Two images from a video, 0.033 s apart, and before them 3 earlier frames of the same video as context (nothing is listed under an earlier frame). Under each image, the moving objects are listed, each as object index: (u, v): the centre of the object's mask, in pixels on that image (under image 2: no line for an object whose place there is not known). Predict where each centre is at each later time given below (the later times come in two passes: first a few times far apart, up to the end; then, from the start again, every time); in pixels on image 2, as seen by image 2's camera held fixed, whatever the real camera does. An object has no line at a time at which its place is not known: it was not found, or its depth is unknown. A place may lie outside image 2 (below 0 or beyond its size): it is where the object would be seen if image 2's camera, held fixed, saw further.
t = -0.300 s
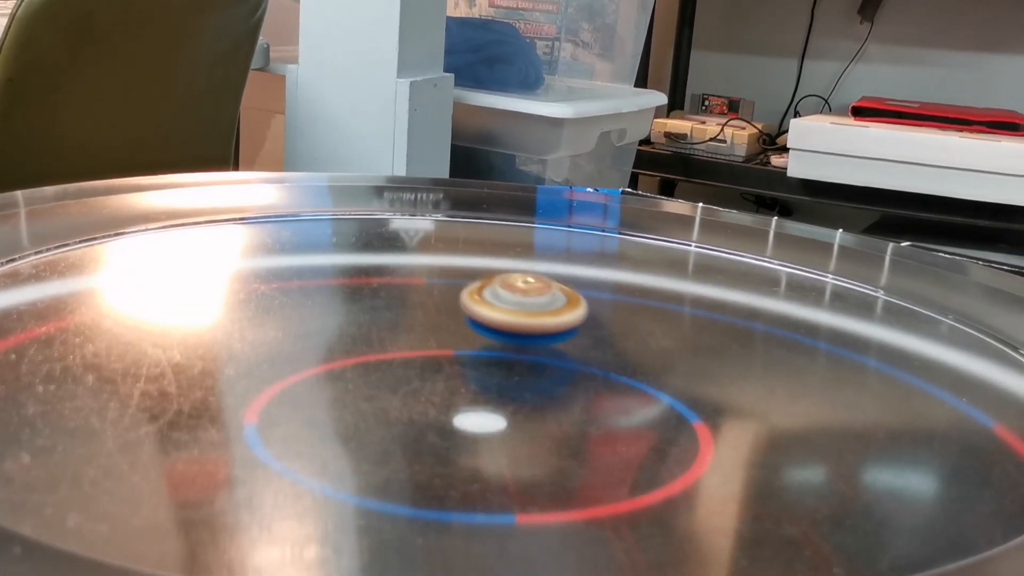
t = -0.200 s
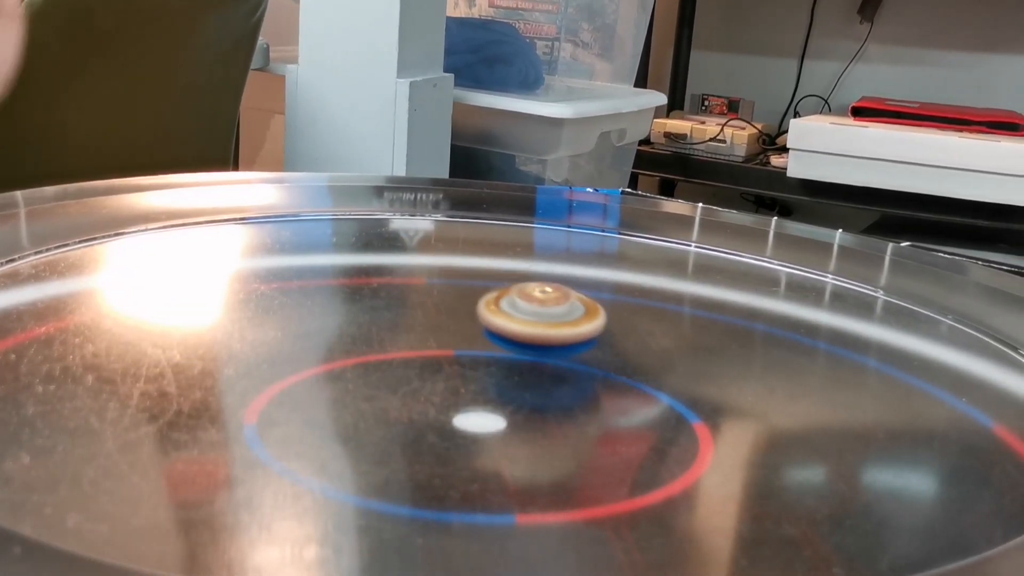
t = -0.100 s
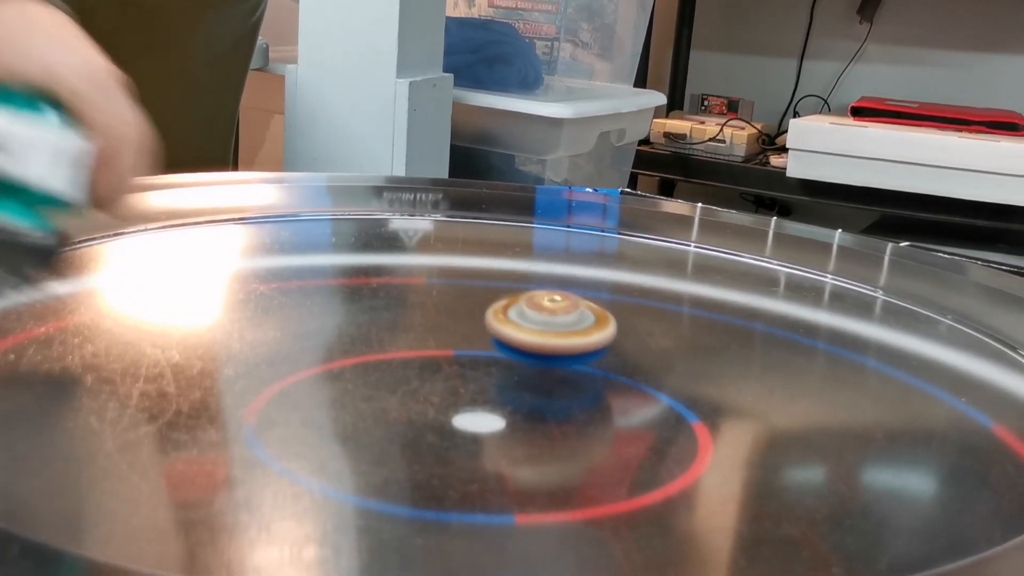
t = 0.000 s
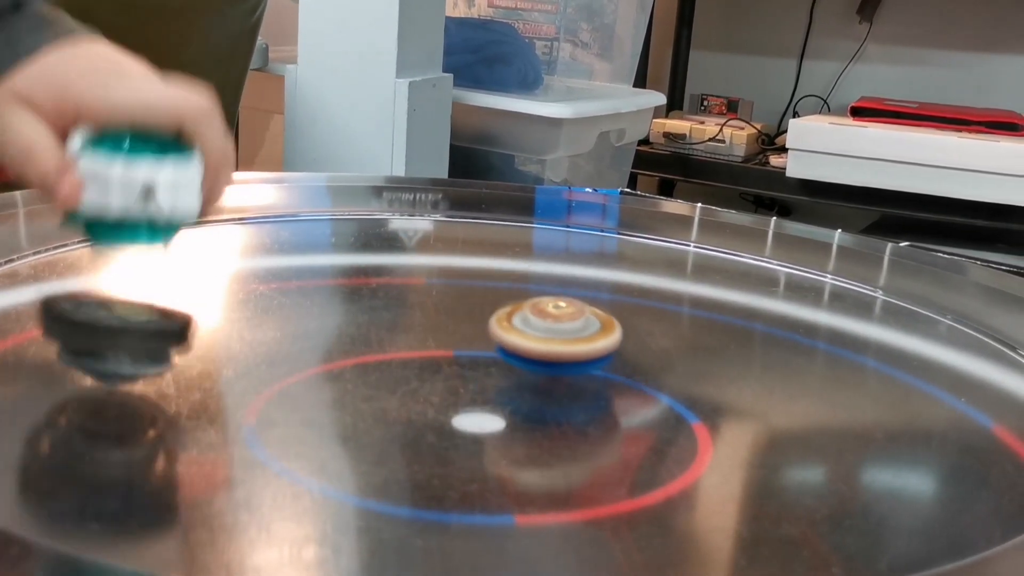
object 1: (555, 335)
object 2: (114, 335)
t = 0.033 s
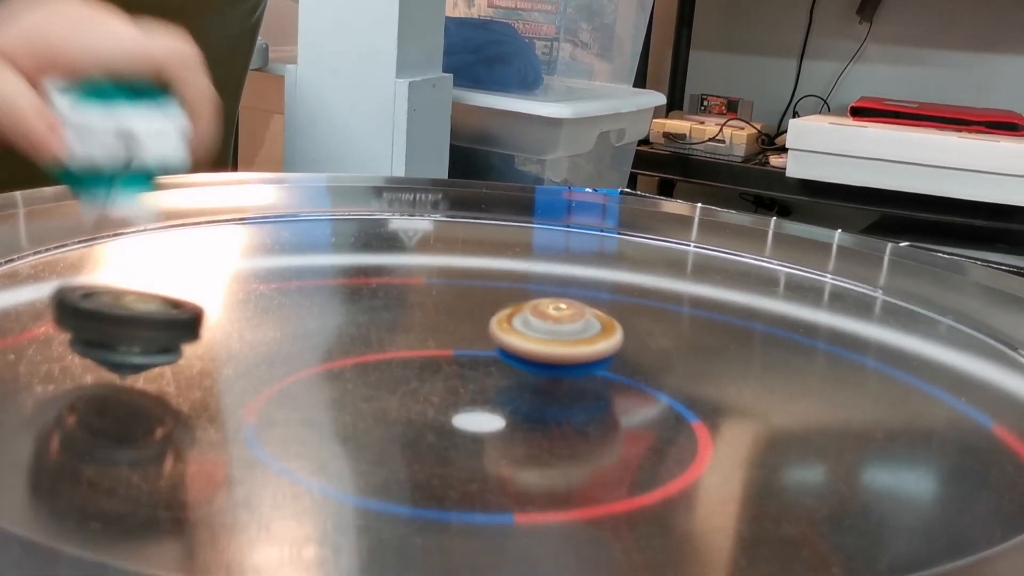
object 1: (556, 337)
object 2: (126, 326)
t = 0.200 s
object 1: (558, 346)
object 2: (150, 323)
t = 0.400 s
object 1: (567, 357)
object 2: (123, 330)
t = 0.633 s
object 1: (597, 378)
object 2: (92, 344)
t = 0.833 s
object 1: (655, 390)
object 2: (153, 360)
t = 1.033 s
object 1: (704, 386)
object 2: (281, 360)
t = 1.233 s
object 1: (703, 382)
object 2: (394, 332)
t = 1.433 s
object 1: (662, 375)
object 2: (396, 280)
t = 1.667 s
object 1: (565, 370)
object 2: (278, 239)
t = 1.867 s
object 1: (471, 377)
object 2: (101, 239)
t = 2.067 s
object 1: (413, 392)
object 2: (68, 312)
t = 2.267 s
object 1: (451, 406)
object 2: (300, 415)
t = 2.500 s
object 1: (541, 394)
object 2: (665, 418)
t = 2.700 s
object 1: (574, 374)
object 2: (789, 321)
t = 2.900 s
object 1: (535, 353)
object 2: (666, 216)
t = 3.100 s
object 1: (470, 340)
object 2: (459, 189)
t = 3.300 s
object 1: (400, 337)
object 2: (240, 200)
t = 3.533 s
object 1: (327, 346)
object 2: (55, 260)
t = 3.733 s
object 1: (293, 363)
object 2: (67, 373)
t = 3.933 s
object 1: (317, 387)
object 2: (464, 473)
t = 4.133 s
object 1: (392, 407)
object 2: (901, 429)
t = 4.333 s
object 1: (499, 411)
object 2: (963, 326)
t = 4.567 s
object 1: (582, 390)
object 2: (764, 227)
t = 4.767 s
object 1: (590, 363)
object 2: (483, 194)
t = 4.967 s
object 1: (559, 343)
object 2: (189, 214)
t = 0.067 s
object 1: (556, 340)
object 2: (136, 327)
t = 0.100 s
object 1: (556, 341)
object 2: (142, 325)
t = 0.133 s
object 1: (557, 343)
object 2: (146, 324)
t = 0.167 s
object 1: (557, 345)
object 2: (149, 324)
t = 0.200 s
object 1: (558, 346)
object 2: (150, 323)
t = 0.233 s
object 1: (558, 348)
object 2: (149, 323)
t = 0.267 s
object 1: (558, 350)
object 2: (145, 323)
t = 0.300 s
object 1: (560, 351)
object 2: (141, 324)
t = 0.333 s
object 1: (561, 353)
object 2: (136, 326)
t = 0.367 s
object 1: (564, 355)
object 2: (129, 328)
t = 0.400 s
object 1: (567, 357)
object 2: (123, 330)
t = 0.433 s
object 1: (570, 360)
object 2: (116, 331)
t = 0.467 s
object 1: (573, 363)
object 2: (109, 334)
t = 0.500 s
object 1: (575, 366)
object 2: (103, 335)
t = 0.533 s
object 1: (579, 369)
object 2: (97, 337)
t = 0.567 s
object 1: (584, 372)
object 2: (93, 340)
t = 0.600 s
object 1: (591, 375)
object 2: (91, 342)
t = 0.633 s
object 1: (597, 378)
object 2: (92, 344)
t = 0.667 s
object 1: (605, 381)
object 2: (97, 347)
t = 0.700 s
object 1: (613, 384)
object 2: (103, 350)
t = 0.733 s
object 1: (622, 386)
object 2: (112, 352)
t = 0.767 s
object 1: (632, 388)
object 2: (124, 355)
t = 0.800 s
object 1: (643, 389)
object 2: (137, 358)
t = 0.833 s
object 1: (655, 390)
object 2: (153, 360)
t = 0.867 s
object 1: (666, 389)
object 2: (171, 362)
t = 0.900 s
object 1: (676, 389)
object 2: (192, 364)
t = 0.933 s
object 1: (686, 388)
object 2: (214, 364)
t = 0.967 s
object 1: (694, 388)
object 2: (236, 363)
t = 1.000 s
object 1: (700, 387)
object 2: (258, 362)
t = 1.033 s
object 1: (704, 386)
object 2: (281, 360)
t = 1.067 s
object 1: (707, 385)
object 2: (305, 358)
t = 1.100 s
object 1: (709, 385)
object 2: (328, 355)
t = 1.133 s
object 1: (709, 384)
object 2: (350, 352)
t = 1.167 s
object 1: (708, 383)
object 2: (367, 347)
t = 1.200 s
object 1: (706, 383)
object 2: (383, 340)
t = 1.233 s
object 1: (703, 382)
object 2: (394, 332)
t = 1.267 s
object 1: (699, 381)
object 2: (402, 322)
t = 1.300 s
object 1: (694, 380)
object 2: (407, 313)
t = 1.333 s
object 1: (687, 379)
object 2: (408, 305)
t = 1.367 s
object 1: (680, 378)
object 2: (406, 295)
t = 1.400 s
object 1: (671, 377)
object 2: (402, 287)
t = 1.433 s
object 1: (662, 375)
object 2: (396, 280)
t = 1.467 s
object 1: (651, 374)
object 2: (387, 273)
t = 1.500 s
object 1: (639, 373)
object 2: (375, 266)
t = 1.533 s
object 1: (625, 372)
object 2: (361, 260)
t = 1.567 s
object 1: (611, 371)
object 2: (346, 254)
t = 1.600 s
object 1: (596, 370)
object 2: (326, 249)
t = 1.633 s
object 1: (580, 370)
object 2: (302, 244)
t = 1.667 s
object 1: (565, 370)
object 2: (278, 239)
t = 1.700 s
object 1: (550, 371)
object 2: (251, 236)
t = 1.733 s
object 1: (534, 371)
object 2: (219, 233)
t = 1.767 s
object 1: (518, 372)
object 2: (188, 231)
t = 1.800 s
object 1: (502, 373)
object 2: (156, 232)
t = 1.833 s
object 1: (487, 375)
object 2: (127, 234)
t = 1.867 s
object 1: (471, 377)
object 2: (101, 239)
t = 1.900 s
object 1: (458, 379)
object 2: (80, 245)
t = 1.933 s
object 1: (446, 381)
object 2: (67, 255)
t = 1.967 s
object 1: (436, 383)
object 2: (60, 267)
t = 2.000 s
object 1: (427, 386)
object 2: (58, 281)
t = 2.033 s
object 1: (420, 389)
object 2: (61, 296)
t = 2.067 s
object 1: (413, 392)
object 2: (68, 312)
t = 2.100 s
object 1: (406, 395)
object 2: (85, 330)
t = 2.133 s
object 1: (400, 397)
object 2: (123, 351)
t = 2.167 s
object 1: (395, 400)
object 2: (171, 369)
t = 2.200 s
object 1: (392, 402)
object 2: (230, 385)
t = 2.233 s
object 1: (420, 404)
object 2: (260, 400)
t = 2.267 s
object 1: (451, 406)
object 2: (300, 415)
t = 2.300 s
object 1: (479, 405)
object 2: (344, 425)
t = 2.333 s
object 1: (506, 401)
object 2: (396, 432)
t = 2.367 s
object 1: (528, 393)
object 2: (453, 435)
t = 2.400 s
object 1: (533, 382)
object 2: (510, 440)
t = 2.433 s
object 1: (518, 383)
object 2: (563, 435)
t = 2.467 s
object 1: (521, 391)
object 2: (616, 429)
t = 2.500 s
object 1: (541, 394)
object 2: (665, 418)
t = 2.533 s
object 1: (561, 393)
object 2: (707, 406)
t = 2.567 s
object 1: (569, 389)
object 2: (743, 391)
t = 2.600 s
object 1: (573, 386)
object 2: (766, 375)
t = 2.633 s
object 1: (575, 382)
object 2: (782, 358)
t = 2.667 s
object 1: (575, 378)
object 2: (789, 339)
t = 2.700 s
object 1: (574, 374)
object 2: (789, 321)
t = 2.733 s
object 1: (570, 370)
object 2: (782, 302)
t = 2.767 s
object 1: (566, 366)
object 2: (768, 282)
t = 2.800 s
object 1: (559, 363)
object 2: (749, 265)
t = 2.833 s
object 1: (551, 359)
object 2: (724, 248)
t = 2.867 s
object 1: (543, 356)
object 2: (696, 231)
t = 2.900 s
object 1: (535, 353)
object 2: (666, 216)
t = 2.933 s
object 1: (525, 350)
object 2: (635, 207)
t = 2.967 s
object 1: (515, 348)
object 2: (606, 198)
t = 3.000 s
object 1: (505, 345)
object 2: (571, 190)
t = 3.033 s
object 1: (493, 343)
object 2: (532, 190)
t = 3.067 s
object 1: (482, 342)
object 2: (496, 189)
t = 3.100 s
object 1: (470, 340)
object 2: (459, 189)
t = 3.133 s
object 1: (459, 339)
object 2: (420, 190)
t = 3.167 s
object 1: (447, 338)
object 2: (380, 189)
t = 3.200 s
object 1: (435, 338)
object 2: (344, 191)
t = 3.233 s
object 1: (423, 337)
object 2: (310, 194)
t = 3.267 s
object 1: (411, 337)
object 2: (275, 197)
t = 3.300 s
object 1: (400, 337)
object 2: (240, 200)
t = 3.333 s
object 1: (388, 338)
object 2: (206, 204)
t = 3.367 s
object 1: (377, 338)
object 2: (173, 210)
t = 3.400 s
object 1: (366, 339)
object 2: (142, 216)
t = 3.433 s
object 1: (356, 340)
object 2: (114, 224)
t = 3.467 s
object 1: (346, 342)
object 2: (87, 235)
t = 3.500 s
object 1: (336, 343)
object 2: (66, 246)
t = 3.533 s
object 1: (327, 346)
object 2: (55, 260)
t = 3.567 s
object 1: (318, 348)
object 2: (47, 275)
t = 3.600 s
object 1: (311, 350)
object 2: (44, 289)
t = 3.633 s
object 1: (305, 353)
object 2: (42, 307)
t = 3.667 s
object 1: (299, 356)
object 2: (45, 327)
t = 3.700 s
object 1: (295, 359)
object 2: (53, 350)
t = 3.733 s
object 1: (293, 363)
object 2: (67, 373)
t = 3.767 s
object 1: (291, 366)
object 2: (89, 396)
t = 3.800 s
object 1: (293, 370)
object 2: (139, 419)
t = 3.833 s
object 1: (301, 370)
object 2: (203, 441)
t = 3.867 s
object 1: (302, 372)
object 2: (286, 459)
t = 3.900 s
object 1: (306, 379)
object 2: (372, 471)
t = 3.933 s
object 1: (317, 387)
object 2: (464, 473)
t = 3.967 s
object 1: (326, 391)
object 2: (560, 482)
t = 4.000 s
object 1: (337, 395)
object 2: (648, 481)
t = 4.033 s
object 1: (348, 398)
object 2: (734, 475)
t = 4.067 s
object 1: (361, 401)
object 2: (804, 465)
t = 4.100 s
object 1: (375, 404)
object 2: (858, 445)
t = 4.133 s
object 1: (392, 407)
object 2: (901, 429)
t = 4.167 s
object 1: (409, 409)
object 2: (929, 419)
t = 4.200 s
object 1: (427, 411)
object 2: (951, 400)
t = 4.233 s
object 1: (446, 412)
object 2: (960, 382)
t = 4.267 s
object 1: (464, 413)
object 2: (964, 365)
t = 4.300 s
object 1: (482, 412)
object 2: (966, 341)
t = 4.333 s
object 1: (499, 411)
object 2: (963, 326)
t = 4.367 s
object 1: (515, 410)
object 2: (955, 308)
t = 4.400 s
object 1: (530, 407)
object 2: (939, 291)
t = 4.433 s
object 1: (544, 404)
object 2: (921, 273)
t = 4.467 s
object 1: (555, 401)
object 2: (895, 257)
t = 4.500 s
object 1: (566, 398)
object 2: (863, 244)
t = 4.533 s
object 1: (575, 394)
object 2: (812, 235)
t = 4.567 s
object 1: (582, 390)
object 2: (764, 227)
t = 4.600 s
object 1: (587, 385)
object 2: (713, 215)
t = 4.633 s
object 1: (591, 381)
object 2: (665, 209)
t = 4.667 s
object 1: (593, 376)
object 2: (618, 204)
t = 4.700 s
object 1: (594, 372)
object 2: (570, 199)
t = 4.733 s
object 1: (593, 367)
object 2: (522, 195)
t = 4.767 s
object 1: (590, 363)
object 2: (483, 194)
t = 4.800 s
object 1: (586, 359)
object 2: (433, 194)
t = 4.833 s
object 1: (581, 355)
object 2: (384, 195)
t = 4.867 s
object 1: (576, 352)
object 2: (333, 197)
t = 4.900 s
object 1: (571, 349)
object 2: (286, 201)
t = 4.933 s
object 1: (565, 346)
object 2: (239, 207)
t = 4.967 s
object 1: (559, 343)
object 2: (189, 214)
